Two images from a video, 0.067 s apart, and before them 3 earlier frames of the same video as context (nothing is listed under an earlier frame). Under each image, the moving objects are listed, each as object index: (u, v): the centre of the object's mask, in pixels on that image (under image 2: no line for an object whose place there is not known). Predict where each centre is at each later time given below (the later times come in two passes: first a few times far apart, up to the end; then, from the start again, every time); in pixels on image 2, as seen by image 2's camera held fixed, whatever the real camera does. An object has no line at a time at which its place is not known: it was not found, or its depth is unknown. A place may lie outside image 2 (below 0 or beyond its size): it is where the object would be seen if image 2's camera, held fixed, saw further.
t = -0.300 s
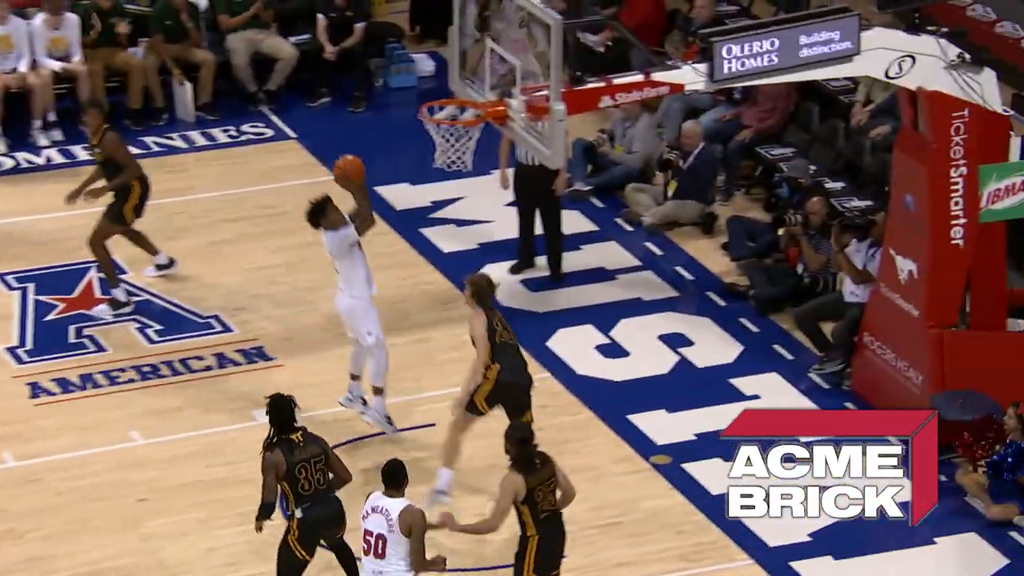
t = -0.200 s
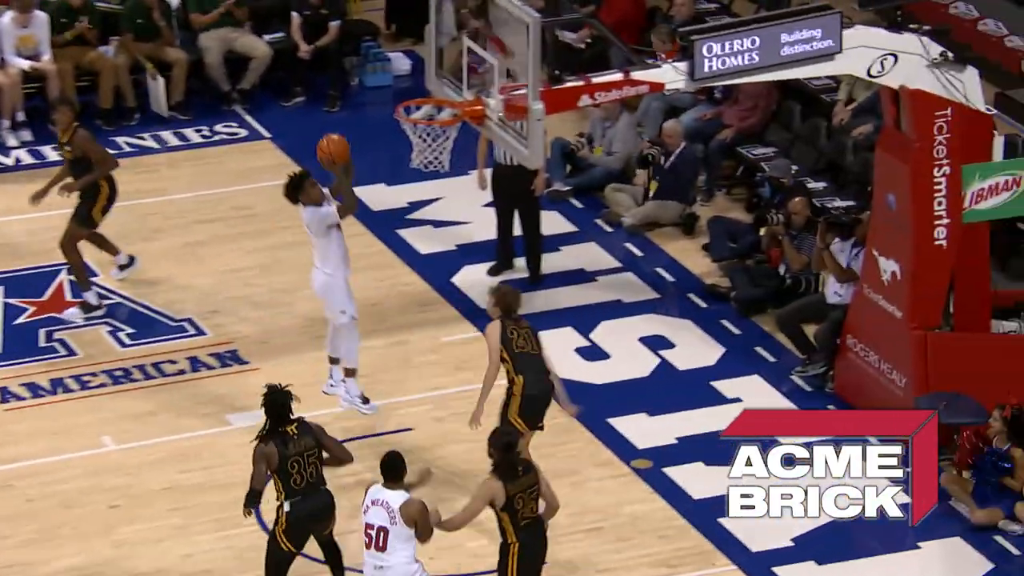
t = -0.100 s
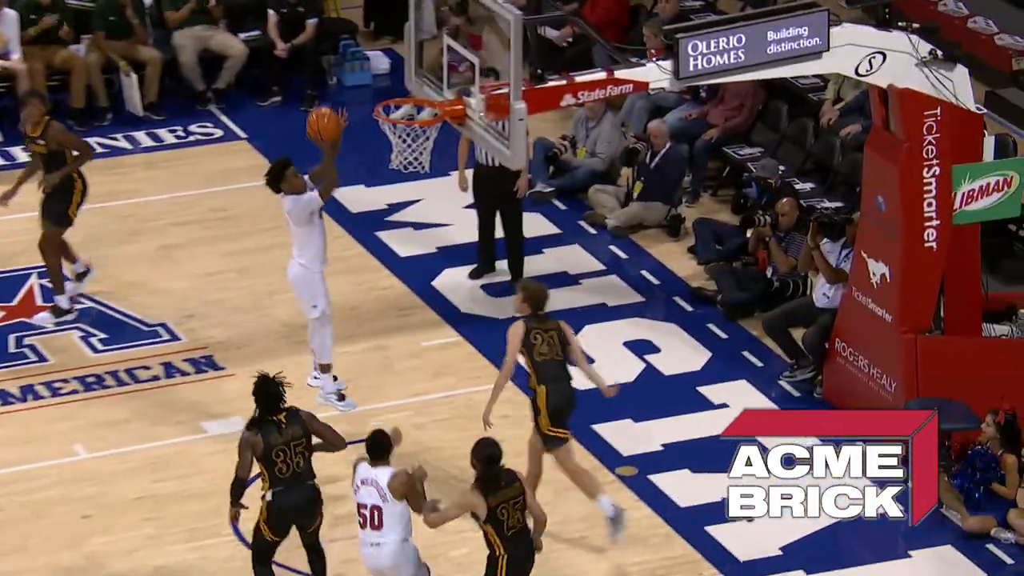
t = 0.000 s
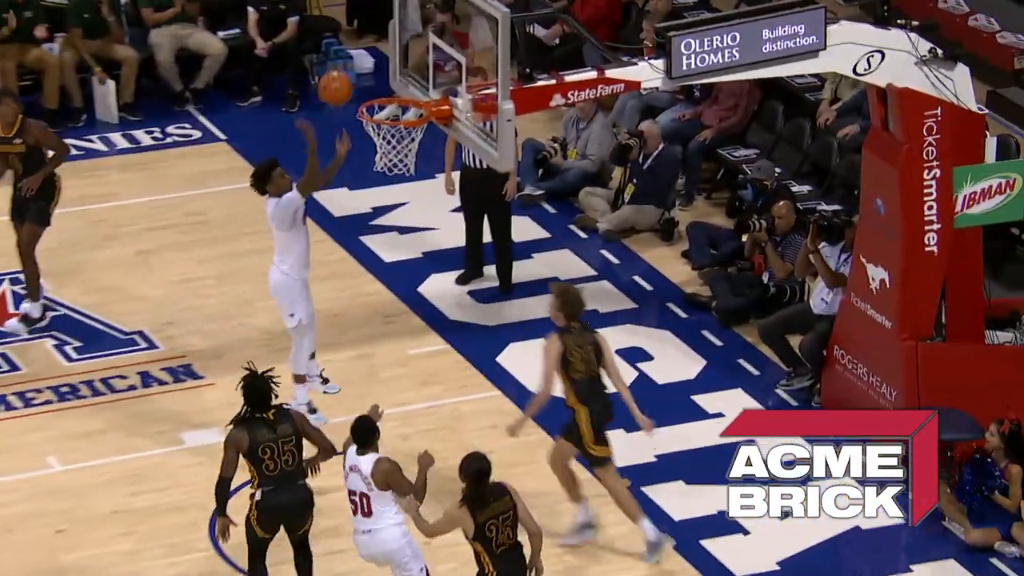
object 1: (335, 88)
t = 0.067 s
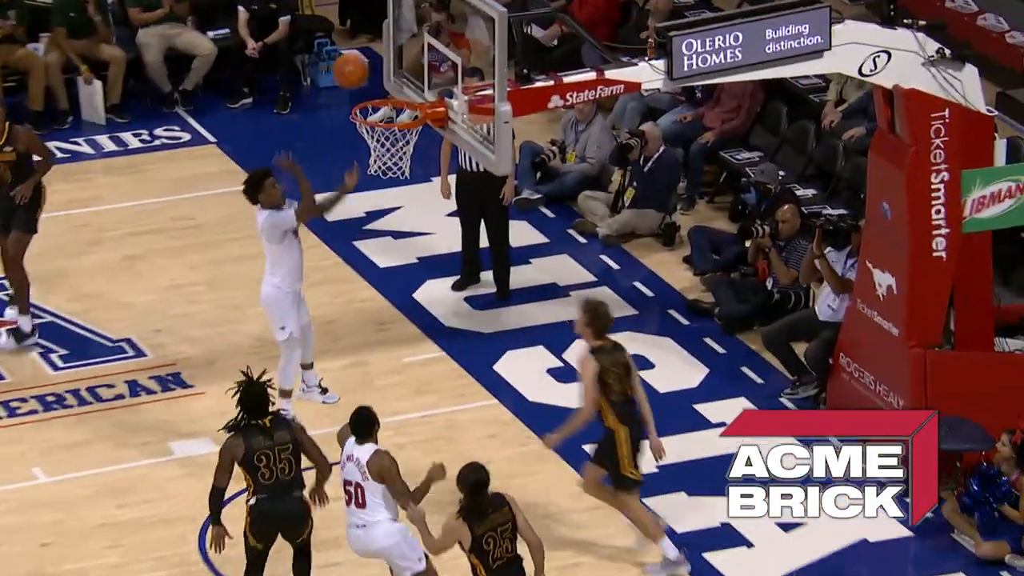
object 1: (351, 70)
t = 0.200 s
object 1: (397, 51)
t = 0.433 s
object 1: (400, 90)
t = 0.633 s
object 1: (373, 101)
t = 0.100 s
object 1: (363, 63)
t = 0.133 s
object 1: (373, 58)
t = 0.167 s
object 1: (385, 54)
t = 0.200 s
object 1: (397, 51)
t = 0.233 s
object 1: (408, 51)
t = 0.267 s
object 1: (416, 51)
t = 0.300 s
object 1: (413, 56)
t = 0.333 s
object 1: (410, 61)
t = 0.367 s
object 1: (407, 68)
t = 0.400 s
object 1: (403, 78)
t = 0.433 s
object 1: (400, 90)
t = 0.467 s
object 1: (396, 101)
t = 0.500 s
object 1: (392, 109)
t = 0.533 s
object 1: (384, 107)
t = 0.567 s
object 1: (376, 106)
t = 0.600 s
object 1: (369, 106)
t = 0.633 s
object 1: (373, 101)
